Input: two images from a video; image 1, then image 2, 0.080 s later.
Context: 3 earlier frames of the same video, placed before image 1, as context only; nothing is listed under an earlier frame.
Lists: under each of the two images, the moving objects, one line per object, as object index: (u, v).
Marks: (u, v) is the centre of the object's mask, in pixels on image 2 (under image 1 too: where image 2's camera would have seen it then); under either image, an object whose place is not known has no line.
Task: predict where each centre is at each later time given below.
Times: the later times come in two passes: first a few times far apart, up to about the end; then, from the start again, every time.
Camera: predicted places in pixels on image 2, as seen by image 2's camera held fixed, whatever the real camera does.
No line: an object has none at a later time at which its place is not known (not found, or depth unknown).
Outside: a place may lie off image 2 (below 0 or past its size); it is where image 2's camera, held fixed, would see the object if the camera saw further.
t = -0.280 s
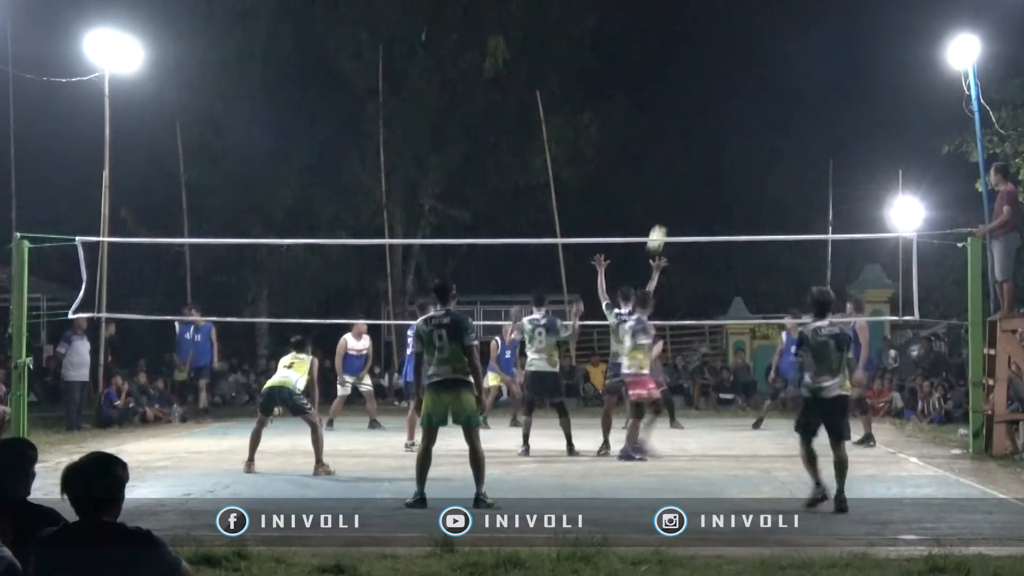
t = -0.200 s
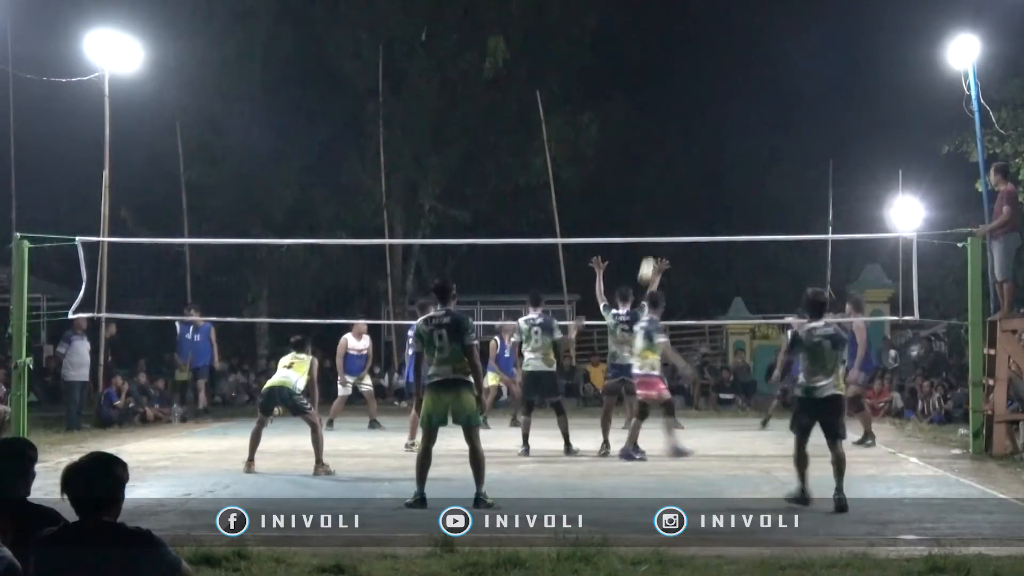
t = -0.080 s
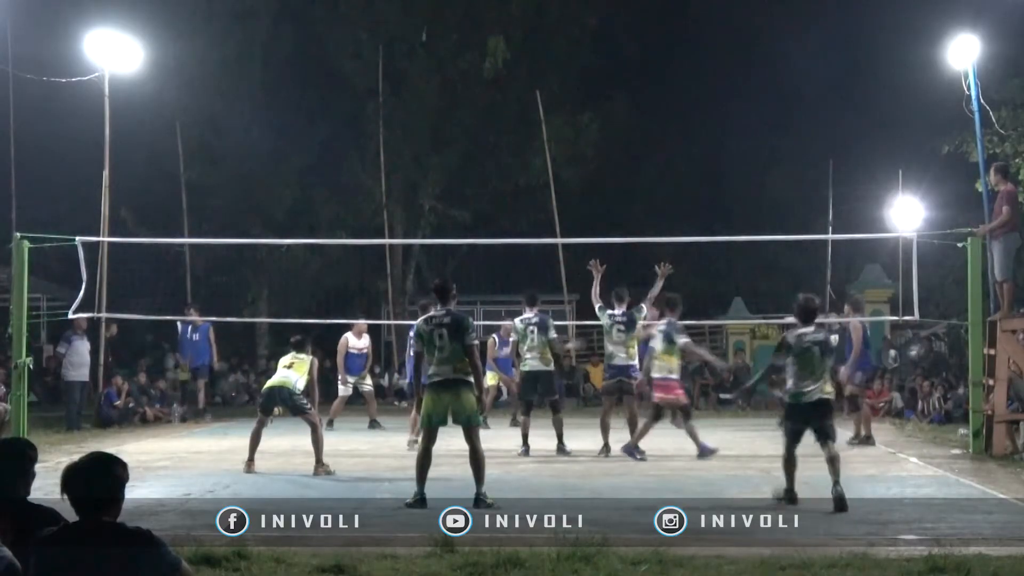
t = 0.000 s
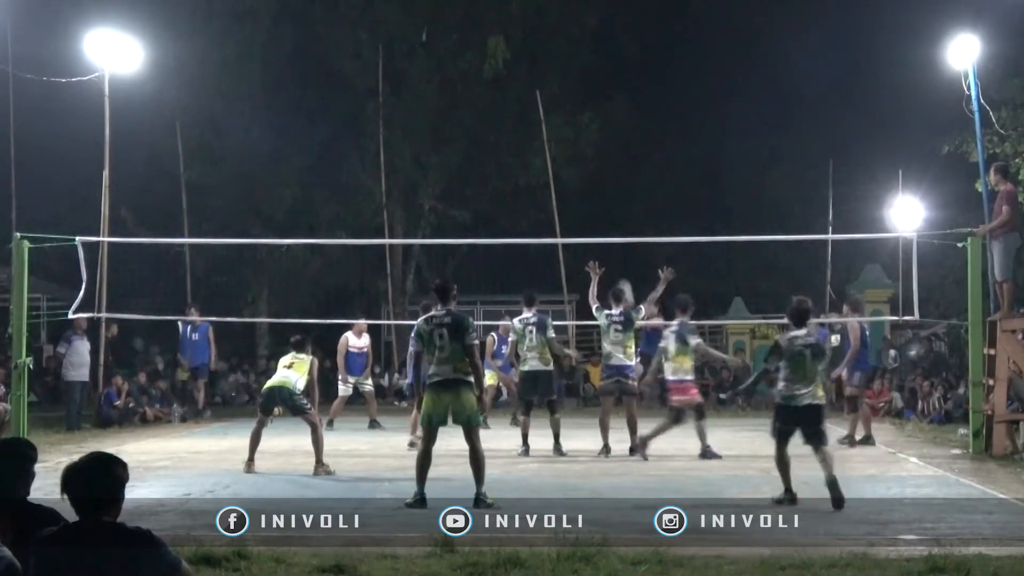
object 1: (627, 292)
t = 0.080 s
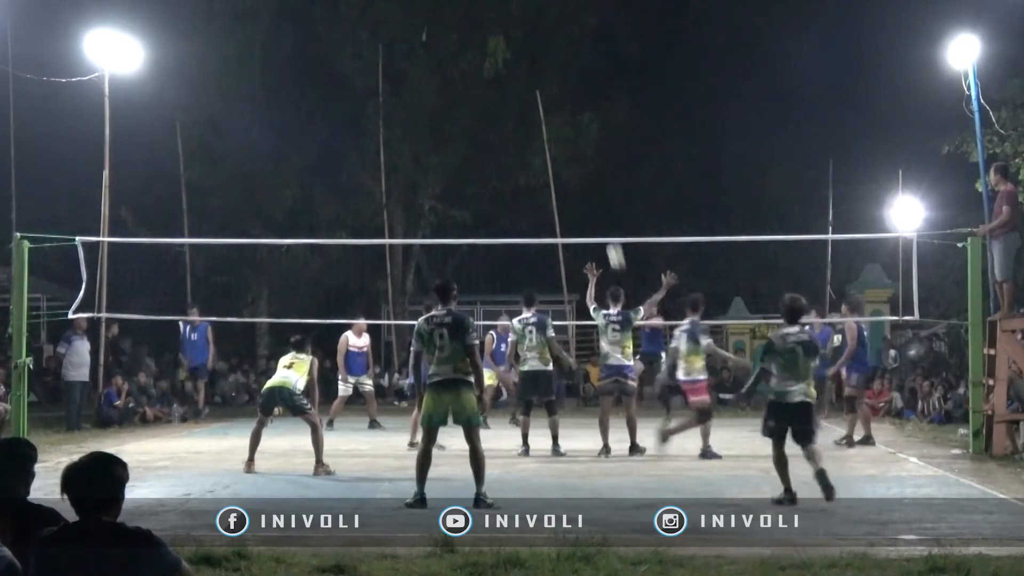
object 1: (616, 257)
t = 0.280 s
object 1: (591, 177)
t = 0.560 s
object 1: (555, 111)
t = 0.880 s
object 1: (513, 104)
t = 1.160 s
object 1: (474, 162)
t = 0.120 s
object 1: (611, 238)
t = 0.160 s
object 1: (606, 221)
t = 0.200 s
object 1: (601, 205)
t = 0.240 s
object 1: (596, 190)
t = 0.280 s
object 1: (591, 177)
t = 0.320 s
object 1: (587, 164)
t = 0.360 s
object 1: (582, 153)
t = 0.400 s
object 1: (577, 142)
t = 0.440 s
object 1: (571, 132)
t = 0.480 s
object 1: (566, 124)
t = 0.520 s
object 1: (561, 117)
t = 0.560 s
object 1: (555, 111)
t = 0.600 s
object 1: (550, 106)
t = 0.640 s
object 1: (545, 102)
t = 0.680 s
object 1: (540, 99)
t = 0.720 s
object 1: (534, 98)
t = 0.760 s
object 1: (530, 98)
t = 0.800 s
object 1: (524, 99)
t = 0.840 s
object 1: (519, 101)
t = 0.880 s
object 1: (513, 104)
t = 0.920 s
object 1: (507, 108)
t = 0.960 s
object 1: (502, 115)
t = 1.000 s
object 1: (497, 122)
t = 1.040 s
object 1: (491, 130)
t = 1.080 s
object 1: (485, 139)
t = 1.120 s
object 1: (480, 150)
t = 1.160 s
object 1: (474, 162)
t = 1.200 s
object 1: (468, 176)
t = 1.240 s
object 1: (463, 190)
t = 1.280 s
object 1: (457, 206)
